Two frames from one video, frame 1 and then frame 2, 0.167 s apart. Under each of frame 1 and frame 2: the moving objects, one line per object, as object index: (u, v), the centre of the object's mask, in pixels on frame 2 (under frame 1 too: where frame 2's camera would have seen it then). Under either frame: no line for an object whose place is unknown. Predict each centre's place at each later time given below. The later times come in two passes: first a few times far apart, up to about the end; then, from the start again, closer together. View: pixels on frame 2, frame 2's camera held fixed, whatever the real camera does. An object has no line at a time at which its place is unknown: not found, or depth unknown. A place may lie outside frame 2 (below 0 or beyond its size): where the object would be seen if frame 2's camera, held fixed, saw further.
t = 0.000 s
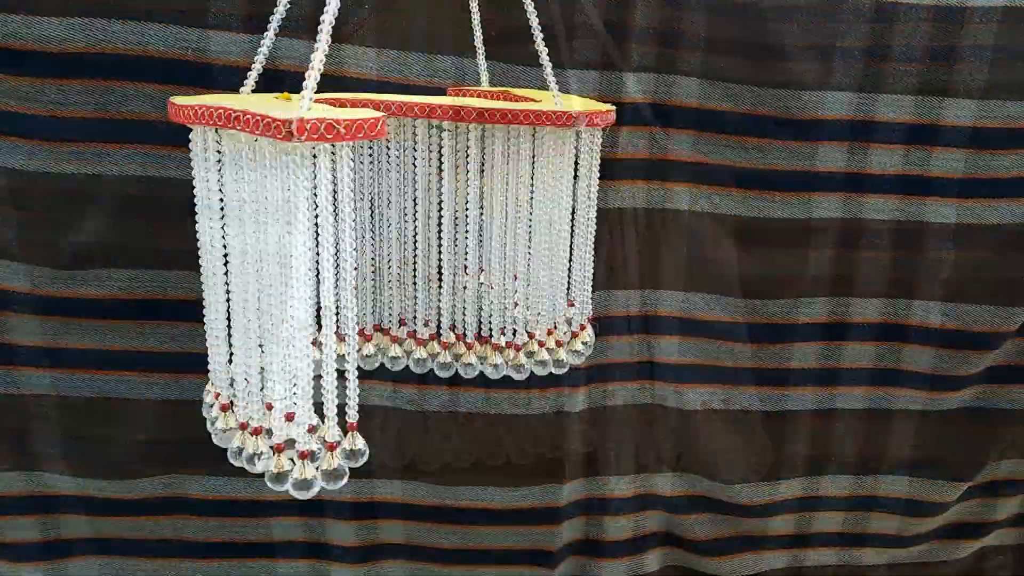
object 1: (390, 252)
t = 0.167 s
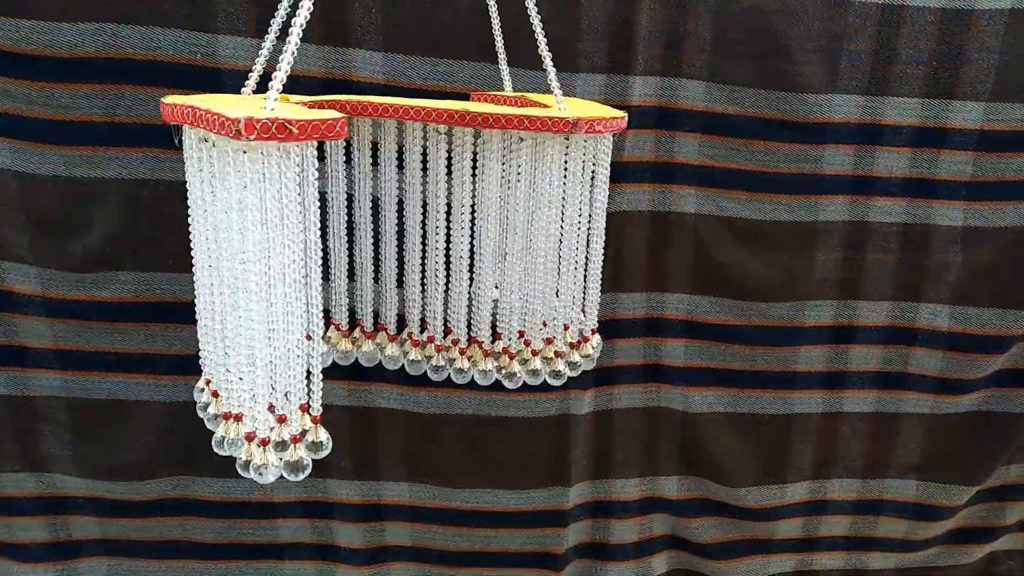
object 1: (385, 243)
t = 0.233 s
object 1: (385, 240)
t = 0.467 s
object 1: (382, 239)
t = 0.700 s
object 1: (391, 234)
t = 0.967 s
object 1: (394, 235)
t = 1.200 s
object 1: (399, 234)
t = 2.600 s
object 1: (384, 259)
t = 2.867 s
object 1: (387, 245)
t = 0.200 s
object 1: (384, 241)
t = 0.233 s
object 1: (385, 240)
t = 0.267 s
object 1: (385, 240)
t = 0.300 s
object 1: (384, 239)
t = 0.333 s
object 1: (383, 239)
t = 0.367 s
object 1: (382, 237)
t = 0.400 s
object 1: (381, 237)
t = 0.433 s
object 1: (381, 239)
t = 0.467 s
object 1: (382, 239)
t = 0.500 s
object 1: (382, 239)
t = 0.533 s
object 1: (384, 238)
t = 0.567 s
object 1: (386, 237)
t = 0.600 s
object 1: (388, 236)
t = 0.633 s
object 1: (390, 234)
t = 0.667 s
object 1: (390, 234)
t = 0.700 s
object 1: (391, 234)
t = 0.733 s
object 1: (391, 234)
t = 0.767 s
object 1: (392, 235)
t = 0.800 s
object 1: (392, 235)
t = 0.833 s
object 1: (392, 236)
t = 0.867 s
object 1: (392, 236)
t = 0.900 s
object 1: (393, 236)
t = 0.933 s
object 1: (394, 236)
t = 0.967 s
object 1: (394, 235)
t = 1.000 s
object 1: (394, 235)
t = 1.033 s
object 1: (395, 235)
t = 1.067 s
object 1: (395, 234)
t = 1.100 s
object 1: (395, 233)
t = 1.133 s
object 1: (396, 233)
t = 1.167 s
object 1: (397, 234)
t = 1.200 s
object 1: (399, 234)
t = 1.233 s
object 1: (403, 236)
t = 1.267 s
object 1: (406, 237)
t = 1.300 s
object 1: (411, 238)
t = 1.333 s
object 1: (416, 239)
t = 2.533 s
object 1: (387, 261)
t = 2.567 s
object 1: (385, 261)
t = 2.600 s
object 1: (384, 259)
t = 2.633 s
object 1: (384, 257)
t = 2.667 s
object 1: (384, 254)
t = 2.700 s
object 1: (385, 251)
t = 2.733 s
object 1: (385, 248)
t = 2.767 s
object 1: (386, 246)
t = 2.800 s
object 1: (385, 243)
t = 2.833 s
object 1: (386, 245)
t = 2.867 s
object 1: (387, 245)
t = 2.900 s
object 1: (387, 242)
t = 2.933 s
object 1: (388, 241)
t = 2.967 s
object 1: (390, 240)
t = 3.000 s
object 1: (392, 238)
